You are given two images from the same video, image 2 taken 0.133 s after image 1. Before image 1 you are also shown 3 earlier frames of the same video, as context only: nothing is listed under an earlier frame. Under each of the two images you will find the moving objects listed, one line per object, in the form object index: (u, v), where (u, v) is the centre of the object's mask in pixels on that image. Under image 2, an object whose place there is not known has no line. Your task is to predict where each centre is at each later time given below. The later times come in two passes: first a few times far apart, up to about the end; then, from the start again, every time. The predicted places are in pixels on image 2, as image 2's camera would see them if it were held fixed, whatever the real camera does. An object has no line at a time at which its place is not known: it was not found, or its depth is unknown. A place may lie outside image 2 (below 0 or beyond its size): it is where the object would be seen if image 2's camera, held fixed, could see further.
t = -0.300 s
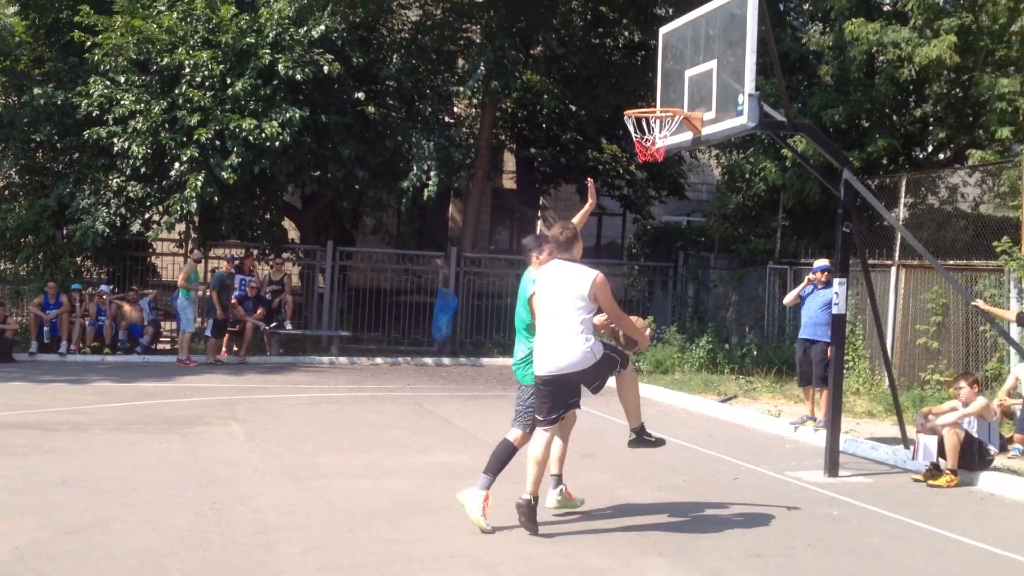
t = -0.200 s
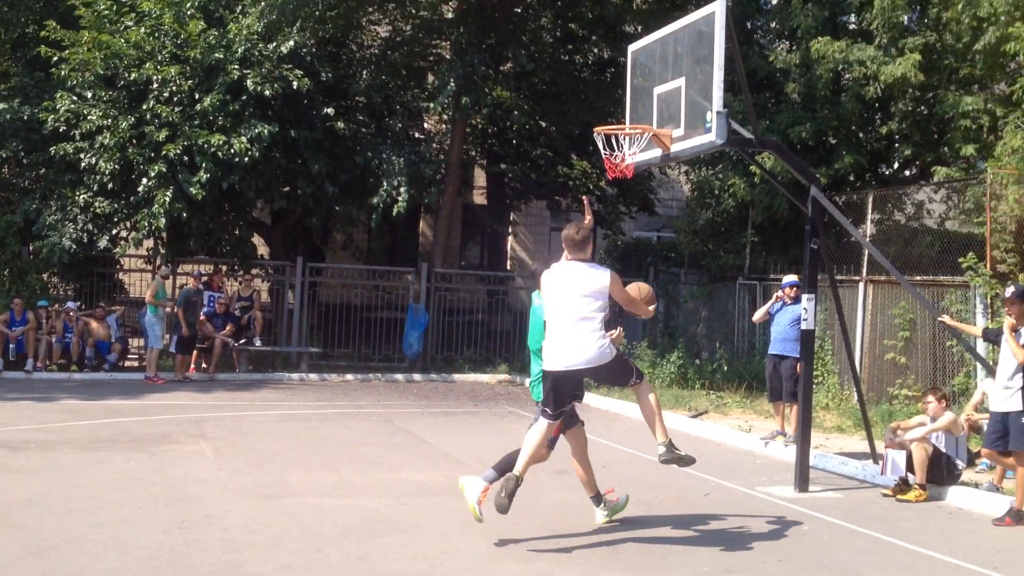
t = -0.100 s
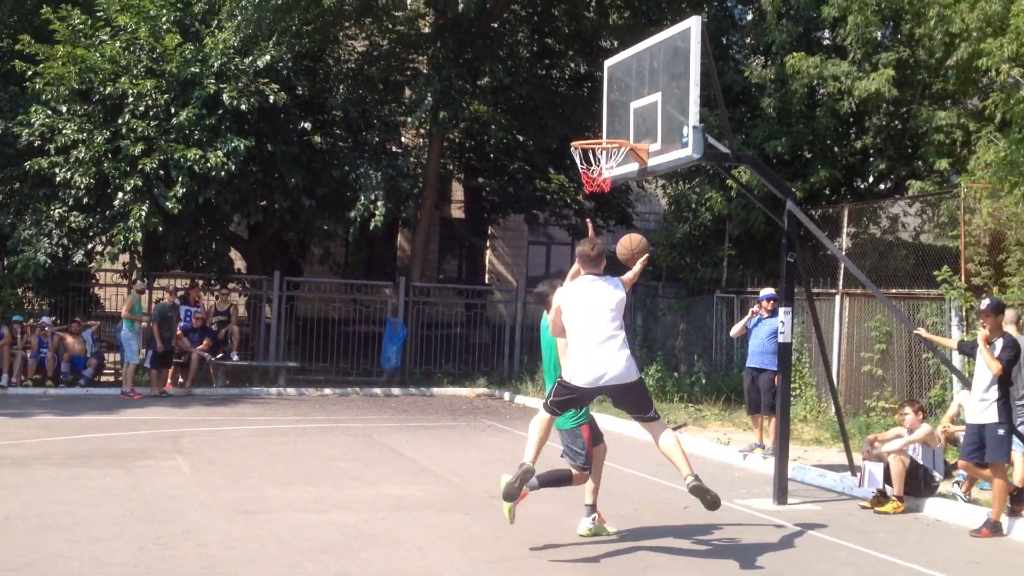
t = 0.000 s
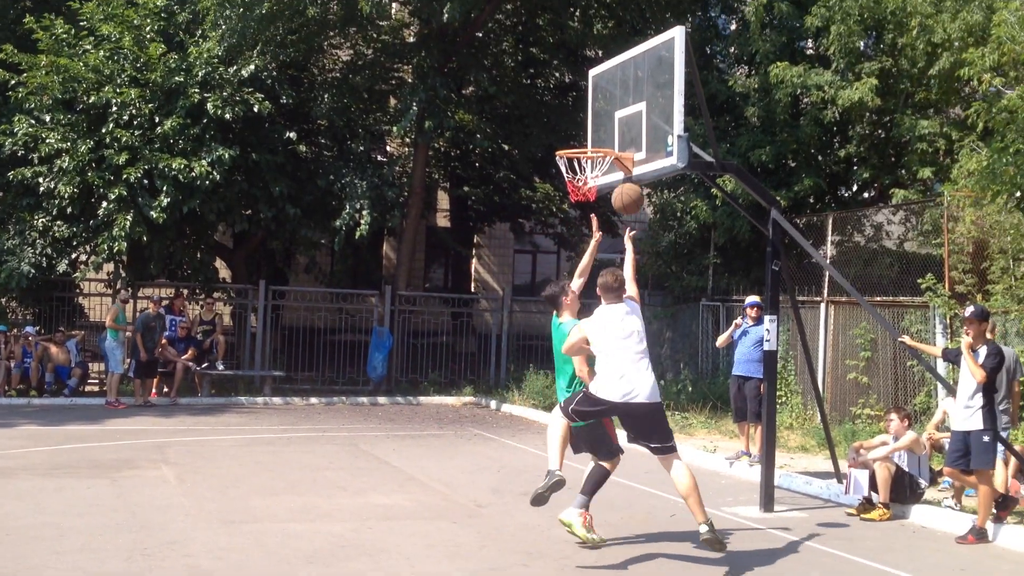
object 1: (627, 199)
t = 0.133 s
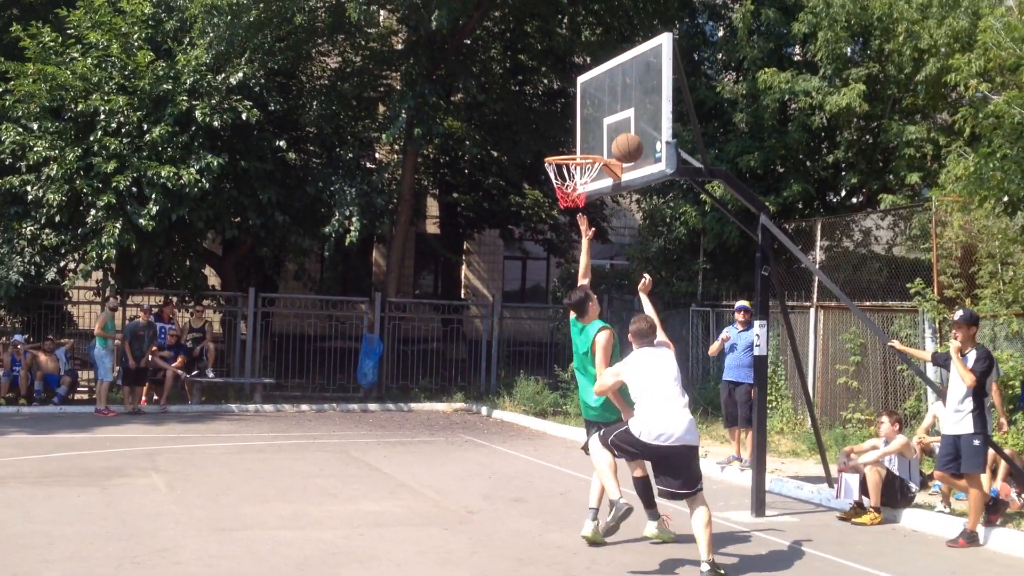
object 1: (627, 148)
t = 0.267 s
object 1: (636, 116)
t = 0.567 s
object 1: (599, 125)
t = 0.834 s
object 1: (570, 146)
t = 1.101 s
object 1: (556, 146)
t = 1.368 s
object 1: (572, 171)
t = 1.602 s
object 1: (589, 214)
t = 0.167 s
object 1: (629, 138)
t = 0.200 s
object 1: (631, 130)
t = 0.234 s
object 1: (633, 122)
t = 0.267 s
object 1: (636, 116)
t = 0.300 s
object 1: (638, 112)
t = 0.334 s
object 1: (633, 109)
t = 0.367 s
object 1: (629, 107)
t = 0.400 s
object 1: (624, 107)
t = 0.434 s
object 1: (619, 108)
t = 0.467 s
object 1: (614, 110)
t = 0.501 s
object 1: (609, 114)
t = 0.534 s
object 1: (604, 119)
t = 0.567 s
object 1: (599, 125)
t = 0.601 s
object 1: (594, 133)
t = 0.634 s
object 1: (589, 141)
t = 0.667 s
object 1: (586, 141)
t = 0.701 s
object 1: (583, 141)
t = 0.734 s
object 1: (579, 141)
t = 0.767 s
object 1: (576, 141)
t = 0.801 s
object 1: (573, 144)
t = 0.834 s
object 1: (570, 146)
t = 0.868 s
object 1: (566, 147)
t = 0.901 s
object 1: (564, 145)
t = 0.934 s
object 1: (562, 145)
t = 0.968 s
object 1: (560, 145)
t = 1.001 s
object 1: (557, 146)
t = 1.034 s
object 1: (554, 147)
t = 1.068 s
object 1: (555, 146)
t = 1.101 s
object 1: (556, 146)
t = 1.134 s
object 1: (557, 146)
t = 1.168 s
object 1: (558, 147)
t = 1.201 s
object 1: (560, 148)
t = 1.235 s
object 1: (562, 148)
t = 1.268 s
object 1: (564, 153)
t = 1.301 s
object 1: (568, 156)
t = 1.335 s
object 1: (570, 164)
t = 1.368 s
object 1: (572, 171)
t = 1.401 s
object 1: (575, 176)
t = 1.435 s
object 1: (577, 179)
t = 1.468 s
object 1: (579, 181)
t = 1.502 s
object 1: (584, 199)
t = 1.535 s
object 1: (585, 201)
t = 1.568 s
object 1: (587, 205)
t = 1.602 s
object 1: (589, 214)
